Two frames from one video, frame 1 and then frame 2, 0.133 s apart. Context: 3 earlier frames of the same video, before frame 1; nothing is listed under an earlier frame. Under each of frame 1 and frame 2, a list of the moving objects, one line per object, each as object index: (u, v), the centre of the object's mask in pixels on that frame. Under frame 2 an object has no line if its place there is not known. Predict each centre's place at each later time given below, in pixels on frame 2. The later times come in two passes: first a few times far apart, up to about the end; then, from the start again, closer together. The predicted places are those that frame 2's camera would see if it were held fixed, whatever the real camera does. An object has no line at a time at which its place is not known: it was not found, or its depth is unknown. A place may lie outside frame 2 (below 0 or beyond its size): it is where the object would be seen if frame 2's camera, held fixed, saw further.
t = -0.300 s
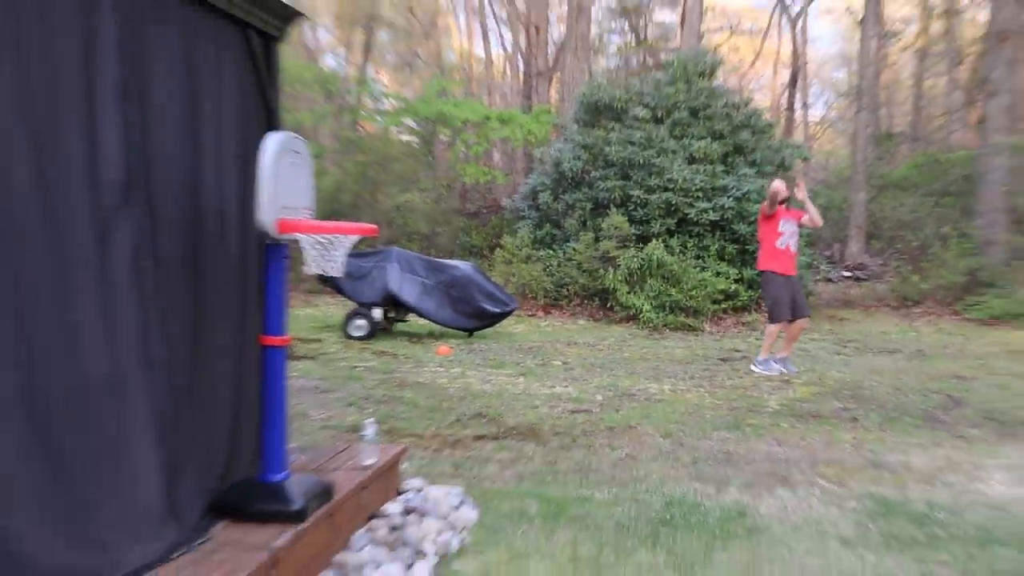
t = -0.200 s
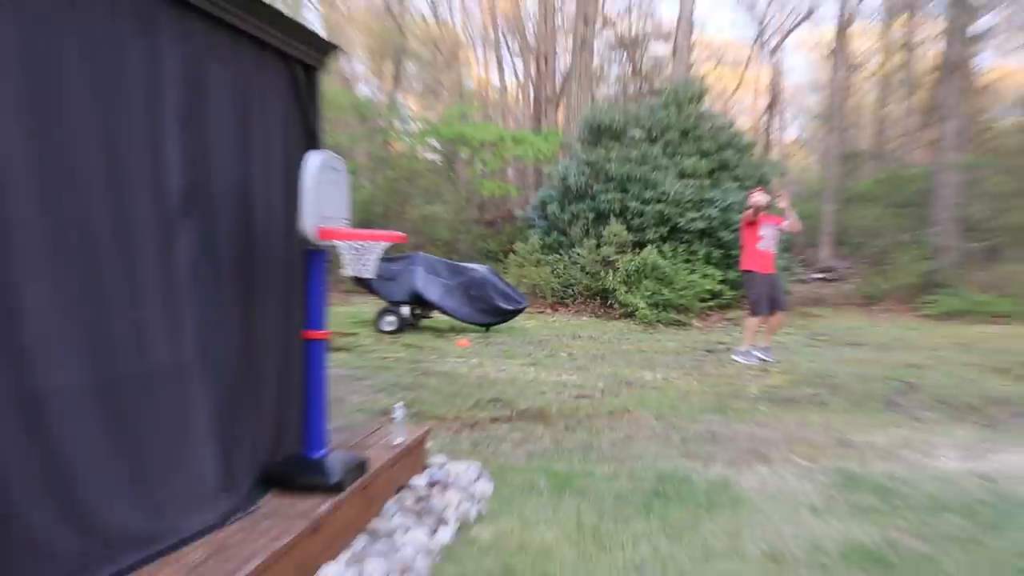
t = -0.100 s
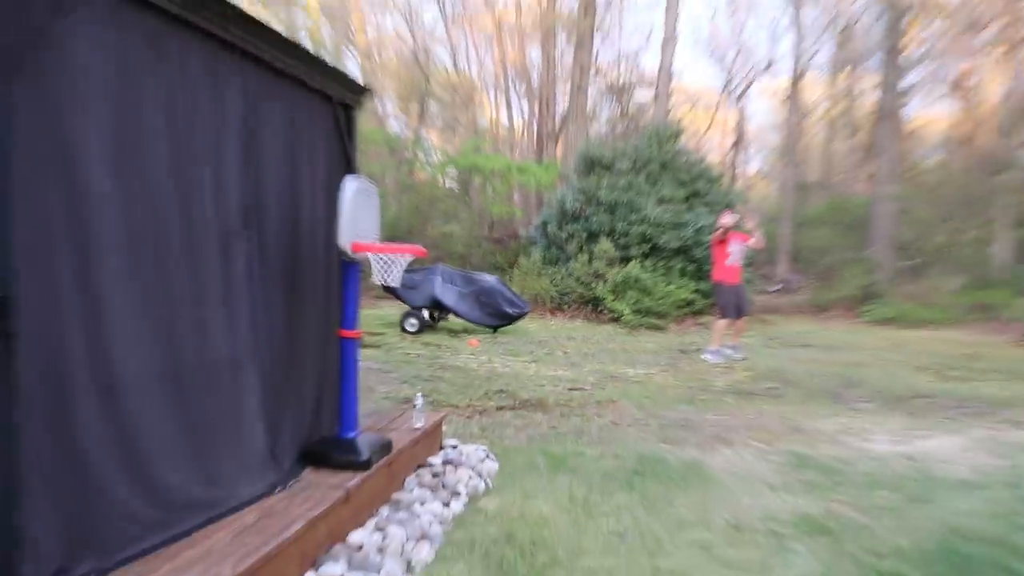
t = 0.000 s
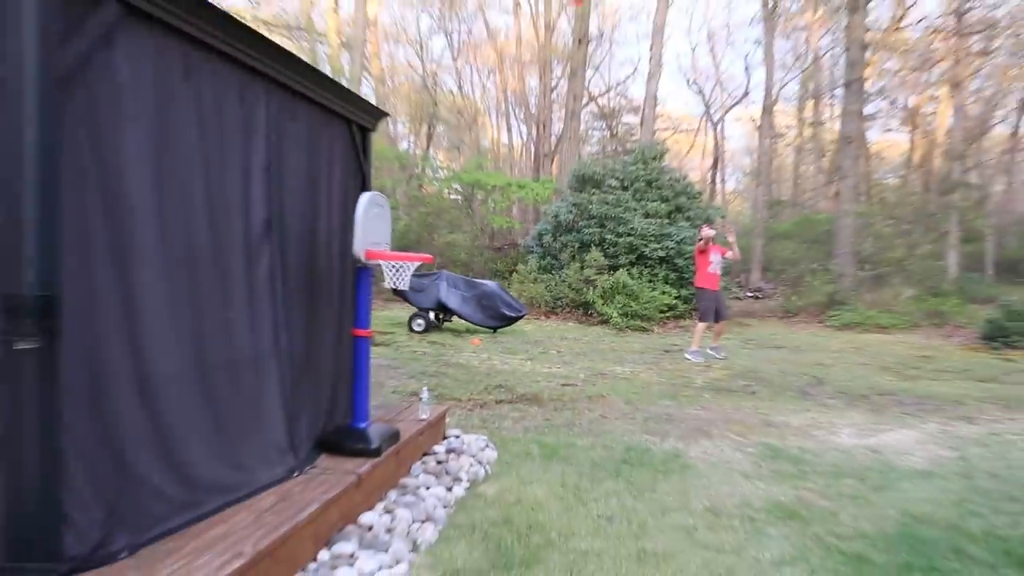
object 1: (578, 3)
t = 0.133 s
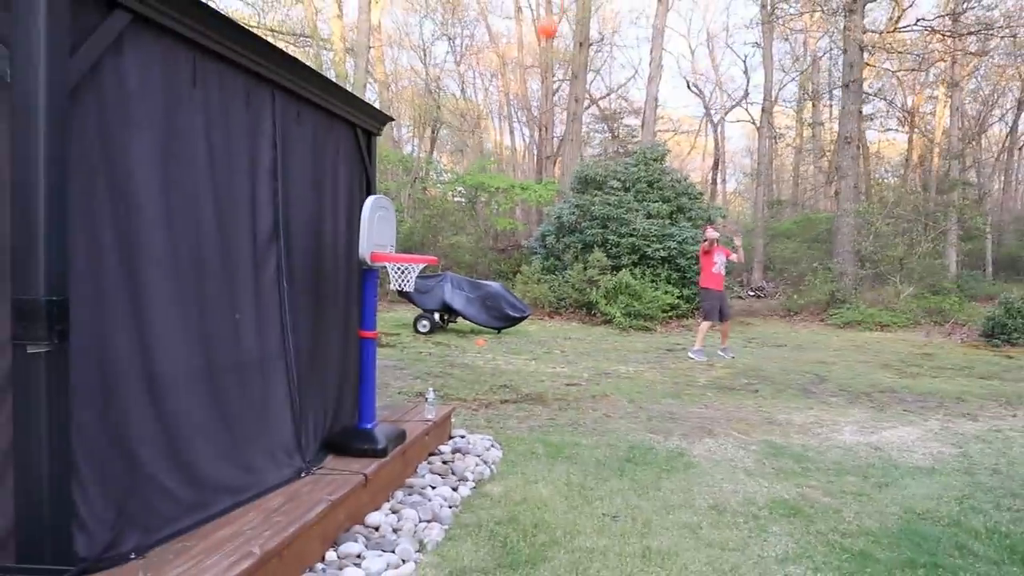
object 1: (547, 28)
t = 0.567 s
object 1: (376, 441)
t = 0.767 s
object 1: (331, 401)
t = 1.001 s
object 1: (295, 254)
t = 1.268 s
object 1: (235, 252)
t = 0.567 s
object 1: (376, 441)
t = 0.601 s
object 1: (355, 506)
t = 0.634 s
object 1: (347, 516)
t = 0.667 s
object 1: (344, 488)
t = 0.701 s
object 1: (339, 454)
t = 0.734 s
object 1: (336, 429)
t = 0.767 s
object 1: (331, 401)
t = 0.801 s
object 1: (327, 375)
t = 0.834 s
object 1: (322, 350)
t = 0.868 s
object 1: (317, 326)
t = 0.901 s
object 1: (312, 306)
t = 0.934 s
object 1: (306, 287)
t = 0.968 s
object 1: (300, 269)
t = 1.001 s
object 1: (295, 254)
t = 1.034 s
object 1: (289, 242)
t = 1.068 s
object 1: (282, 232)
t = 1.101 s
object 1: (275, 226)
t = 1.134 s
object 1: (267, 224)
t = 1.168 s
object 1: (260, 225)
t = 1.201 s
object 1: (252, 230)
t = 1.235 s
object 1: (244, 238)
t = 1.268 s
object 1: (235, 252)
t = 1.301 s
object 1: (225, 273)
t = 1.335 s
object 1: (215, 303)
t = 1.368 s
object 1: (204, 338)
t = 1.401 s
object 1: (192, 382)
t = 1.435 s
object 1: (180, 437)
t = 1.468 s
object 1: (167, 497)
